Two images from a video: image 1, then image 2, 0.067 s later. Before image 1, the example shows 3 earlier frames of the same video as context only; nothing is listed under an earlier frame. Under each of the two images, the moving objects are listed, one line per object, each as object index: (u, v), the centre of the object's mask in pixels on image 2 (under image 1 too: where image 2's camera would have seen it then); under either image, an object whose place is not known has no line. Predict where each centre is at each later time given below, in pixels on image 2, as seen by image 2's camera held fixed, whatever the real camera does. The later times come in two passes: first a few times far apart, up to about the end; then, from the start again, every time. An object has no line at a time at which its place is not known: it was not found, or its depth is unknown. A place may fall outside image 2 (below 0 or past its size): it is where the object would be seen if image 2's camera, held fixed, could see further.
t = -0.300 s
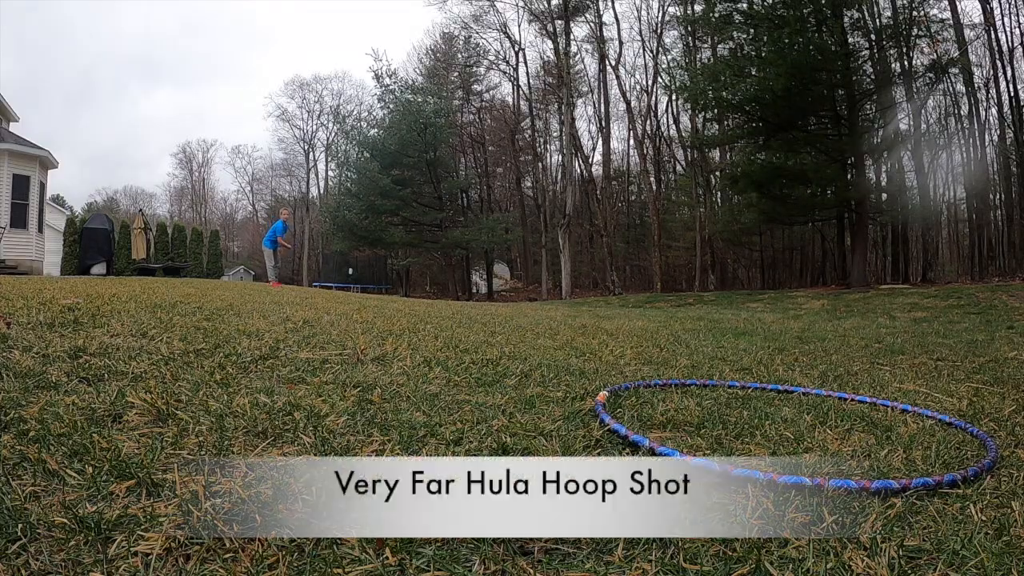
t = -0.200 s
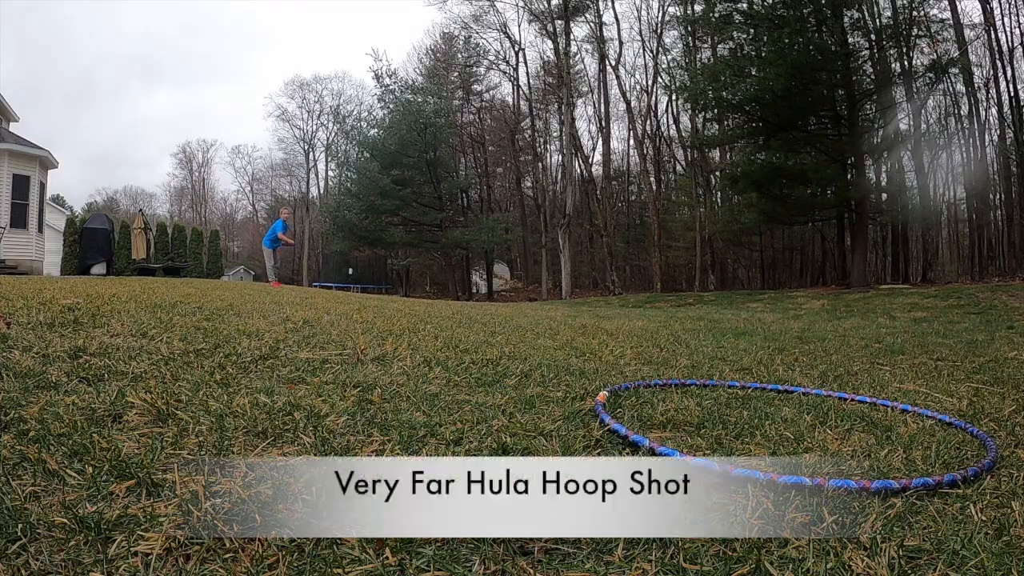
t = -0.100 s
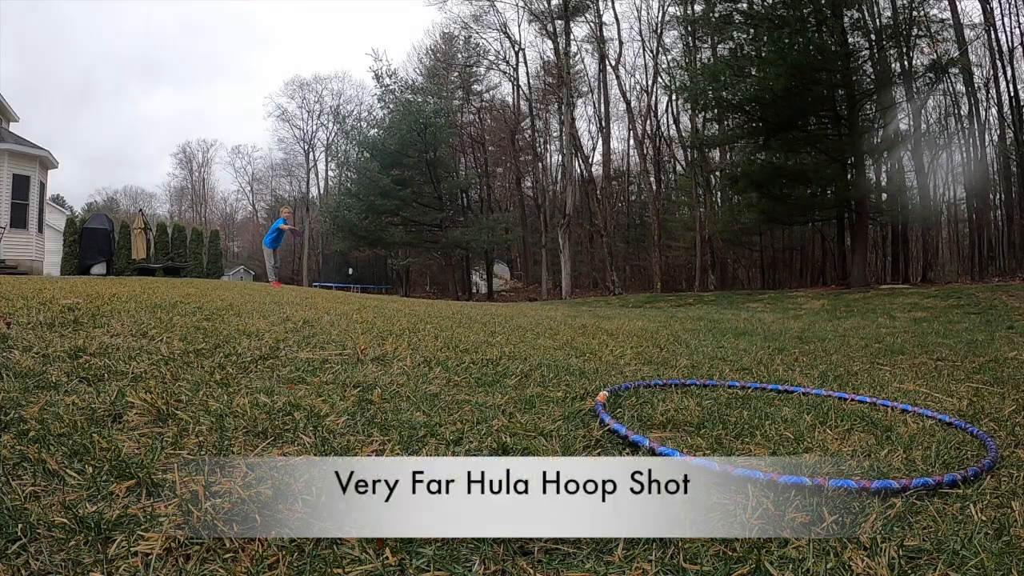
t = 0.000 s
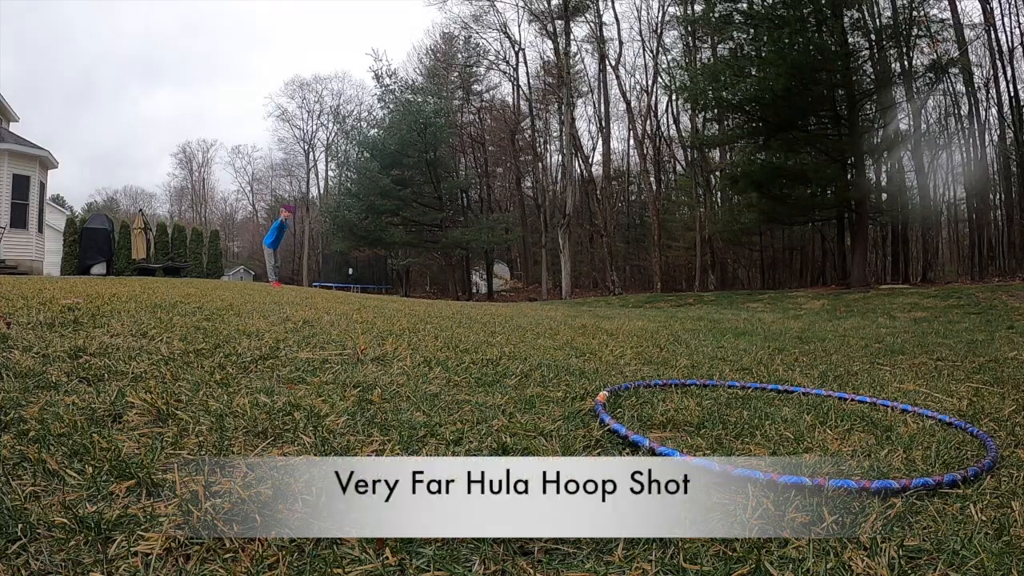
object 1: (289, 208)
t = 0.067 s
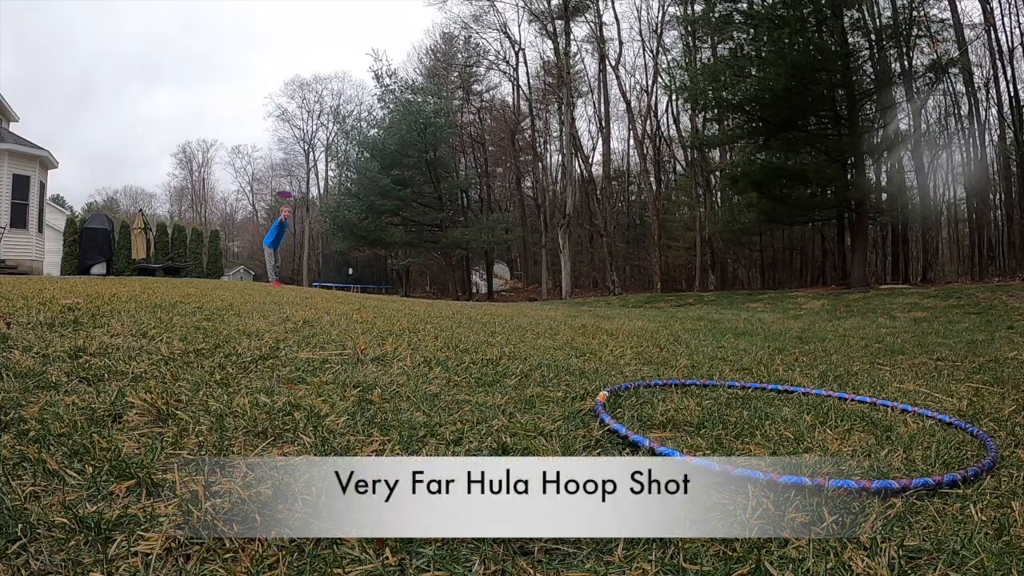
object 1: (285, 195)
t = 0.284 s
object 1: (265, 156)
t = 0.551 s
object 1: (239, 119)
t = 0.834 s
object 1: (208, 91)
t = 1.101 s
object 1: (190, 85)
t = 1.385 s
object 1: (236, 162)
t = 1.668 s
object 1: (463, 355)
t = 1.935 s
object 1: (597, 358)
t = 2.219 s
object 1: (767, 427)
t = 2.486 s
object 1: (858, 464)
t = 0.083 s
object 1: (282, 191)
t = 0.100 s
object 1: (280, 188)
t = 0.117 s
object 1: (279, 184)
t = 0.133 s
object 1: (278, 181)
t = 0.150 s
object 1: (277, 178)
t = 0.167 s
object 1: (275, 175)
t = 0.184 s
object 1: (274, 172)
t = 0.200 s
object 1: (273, 169)
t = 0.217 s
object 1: (271, 167)
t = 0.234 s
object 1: (270, 164)
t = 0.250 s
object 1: (268, 161)
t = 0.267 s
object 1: (267, 158)
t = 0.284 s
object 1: (265, 156)
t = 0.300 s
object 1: (263, 153)
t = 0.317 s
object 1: (262, 151)
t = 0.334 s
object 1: (261, 148)
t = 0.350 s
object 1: (259, 145)
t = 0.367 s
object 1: (258, 143)
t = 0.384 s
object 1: (255, 141)
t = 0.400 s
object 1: (254, 138)
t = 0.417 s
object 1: (253, 136)
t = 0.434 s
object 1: (251, 134)
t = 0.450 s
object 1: (249, 132)
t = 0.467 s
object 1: (247, 129)
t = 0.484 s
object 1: (246, 127)
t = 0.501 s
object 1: (244, 125)
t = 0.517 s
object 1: (242, 123)
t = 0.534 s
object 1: (240, 121)
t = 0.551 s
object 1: (239, 119)
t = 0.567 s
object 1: (237, 117)
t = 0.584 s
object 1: (235, 115)
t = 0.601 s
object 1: (233, 113)
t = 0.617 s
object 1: (231, 112)
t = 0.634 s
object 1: (230, 109)
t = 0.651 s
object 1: (228, 108)
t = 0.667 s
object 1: (226, 106)
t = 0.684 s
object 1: (224, 104)
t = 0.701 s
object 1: (222, 103)
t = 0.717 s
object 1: (220, 101)
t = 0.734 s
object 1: (219, 100)
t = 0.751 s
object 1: (217, 98)
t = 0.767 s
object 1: (215, 97)
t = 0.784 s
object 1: (213, 95)
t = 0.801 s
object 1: (212, 94)
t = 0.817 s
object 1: (210, 92)
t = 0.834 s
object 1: (208, 91)
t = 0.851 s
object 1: (207, 90)
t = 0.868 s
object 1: (205, 89)
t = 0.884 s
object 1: (203, 88)
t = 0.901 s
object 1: (202, 87)
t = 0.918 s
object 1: (201, 86)
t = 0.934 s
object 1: (199, 85)
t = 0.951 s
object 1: (198, 84)
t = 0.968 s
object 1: (197, 84)
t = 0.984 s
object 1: (196, 83)
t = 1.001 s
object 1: (194, 83)
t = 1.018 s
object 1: (193, 83)
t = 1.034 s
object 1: (192, 83)
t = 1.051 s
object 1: (192, 83)
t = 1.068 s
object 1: (191, 84)
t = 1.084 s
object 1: (190, 84)
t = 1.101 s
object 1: (190, 85)
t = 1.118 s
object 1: (190, 86)
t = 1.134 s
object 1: (190, 88)
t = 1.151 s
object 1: (190, 89)
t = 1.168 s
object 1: (191, 91)
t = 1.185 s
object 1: (191, 94)
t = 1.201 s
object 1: (192, 97)
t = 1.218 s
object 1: (193, 100)
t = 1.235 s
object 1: (195, 103)
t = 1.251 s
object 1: (197, 107)
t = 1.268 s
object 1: (200, 112)
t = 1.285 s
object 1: (203, 117)
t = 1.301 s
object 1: (207, 122)
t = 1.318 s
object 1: (211, 128)
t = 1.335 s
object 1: (216, 135)
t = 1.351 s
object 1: (222, 143)
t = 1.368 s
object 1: (228, 152)
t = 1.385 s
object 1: (236, 162)
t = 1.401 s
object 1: (245, 172)
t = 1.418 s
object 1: (255, 184)
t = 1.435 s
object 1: (266, 197)
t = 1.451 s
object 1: (278, 211)
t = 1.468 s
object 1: (292, 226)
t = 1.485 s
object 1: (308, 243)
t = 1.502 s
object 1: (325, 261)
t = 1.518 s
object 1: (344, 281)
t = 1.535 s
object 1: (365, 303)
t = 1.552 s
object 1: (387, 326)
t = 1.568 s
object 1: (411, 348)
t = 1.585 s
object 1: (431, 361)
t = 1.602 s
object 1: (445, 366)
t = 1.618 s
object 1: (448, 368)
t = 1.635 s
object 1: (451, 366)
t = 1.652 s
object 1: (456, 361)
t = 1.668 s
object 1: (463, 355)
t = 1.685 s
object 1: (469, 350)
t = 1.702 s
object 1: (477, 345)
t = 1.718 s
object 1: (485, 342)
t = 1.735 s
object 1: (493, 339)
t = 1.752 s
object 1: (502, 338)
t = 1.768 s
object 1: (512, 339)
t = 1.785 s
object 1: (522, 341)
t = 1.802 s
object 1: (531, 345)
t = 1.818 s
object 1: (540, 346)
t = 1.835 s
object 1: (548, 347)
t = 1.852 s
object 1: (556, 347)
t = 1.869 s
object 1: (564, 349)
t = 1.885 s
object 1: (572, 351)
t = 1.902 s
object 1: (580, 354)
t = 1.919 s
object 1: (589, 356)
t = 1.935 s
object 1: (597, 358)
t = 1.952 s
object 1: (606, 360)
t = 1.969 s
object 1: (615, 362)
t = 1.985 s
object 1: (624, 364)
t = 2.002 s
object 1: (634, 369)
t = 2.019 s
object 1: (644, 374)
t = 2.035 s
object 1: (654, 382)
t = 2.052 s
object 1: (664, 390)
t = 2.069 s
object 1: (674, 393)
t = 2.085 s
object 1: (685, 395)
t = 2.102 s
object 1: (695, 398)
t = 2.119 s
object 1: (705, 403)
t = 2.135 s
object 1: (715, 408)
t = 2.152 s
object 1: (725, 413)
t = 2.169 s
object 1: (735, 416)
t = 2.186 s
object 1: (746, 420)
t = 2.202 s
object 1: (756, 424)
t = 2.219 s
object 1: (767, 427)
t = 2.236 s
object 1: (777, 430)
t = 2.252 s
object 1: (787, 433)
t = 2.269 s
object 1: (796, 437)
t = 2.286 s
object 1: (805, 441)
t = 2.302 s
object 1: (814, 445)
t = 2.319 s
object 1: (823, 450)
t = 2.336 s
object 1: (832, 454)
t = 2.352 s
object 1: (840, 459)
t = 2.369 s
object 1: (846, 462)
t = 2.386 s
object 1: (850, 462)
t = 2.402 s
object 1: (852, 463)
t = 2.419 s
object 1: (854, 463)
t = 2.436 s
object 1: (856, 463)
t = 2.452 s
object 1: (857, 463)
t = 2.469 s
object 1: (858, 464)
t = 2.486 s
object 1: (858, 464)
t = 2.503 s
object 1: (858, 464)
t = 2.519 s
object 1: (858, 464)
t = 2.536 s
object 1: (858, 464)
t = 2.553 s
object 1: (858, 464)
